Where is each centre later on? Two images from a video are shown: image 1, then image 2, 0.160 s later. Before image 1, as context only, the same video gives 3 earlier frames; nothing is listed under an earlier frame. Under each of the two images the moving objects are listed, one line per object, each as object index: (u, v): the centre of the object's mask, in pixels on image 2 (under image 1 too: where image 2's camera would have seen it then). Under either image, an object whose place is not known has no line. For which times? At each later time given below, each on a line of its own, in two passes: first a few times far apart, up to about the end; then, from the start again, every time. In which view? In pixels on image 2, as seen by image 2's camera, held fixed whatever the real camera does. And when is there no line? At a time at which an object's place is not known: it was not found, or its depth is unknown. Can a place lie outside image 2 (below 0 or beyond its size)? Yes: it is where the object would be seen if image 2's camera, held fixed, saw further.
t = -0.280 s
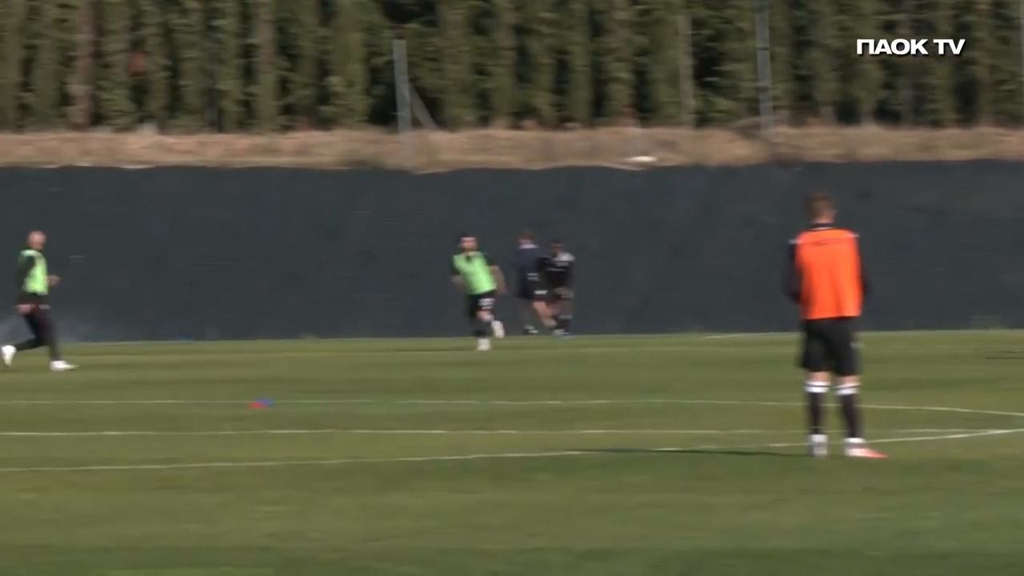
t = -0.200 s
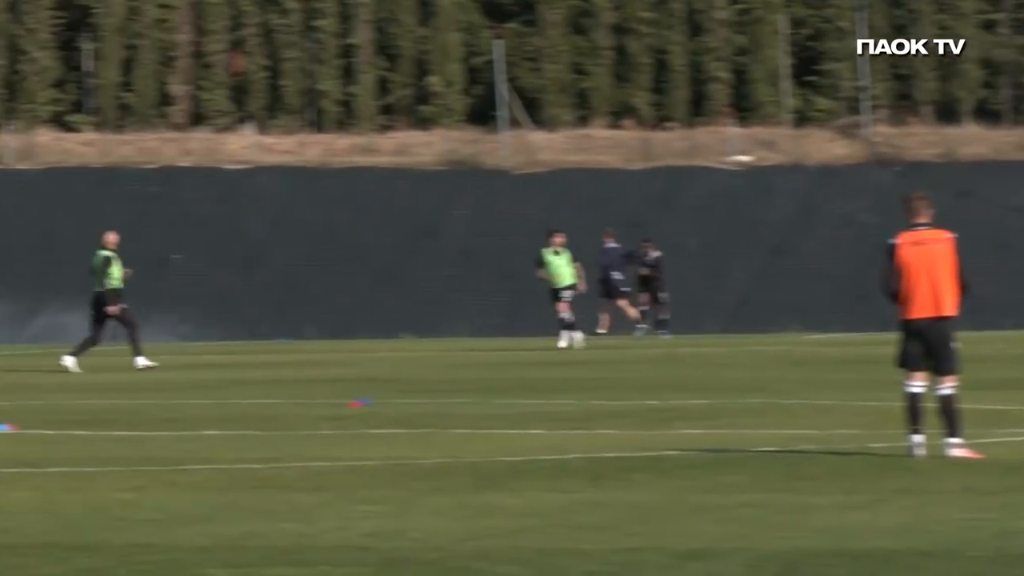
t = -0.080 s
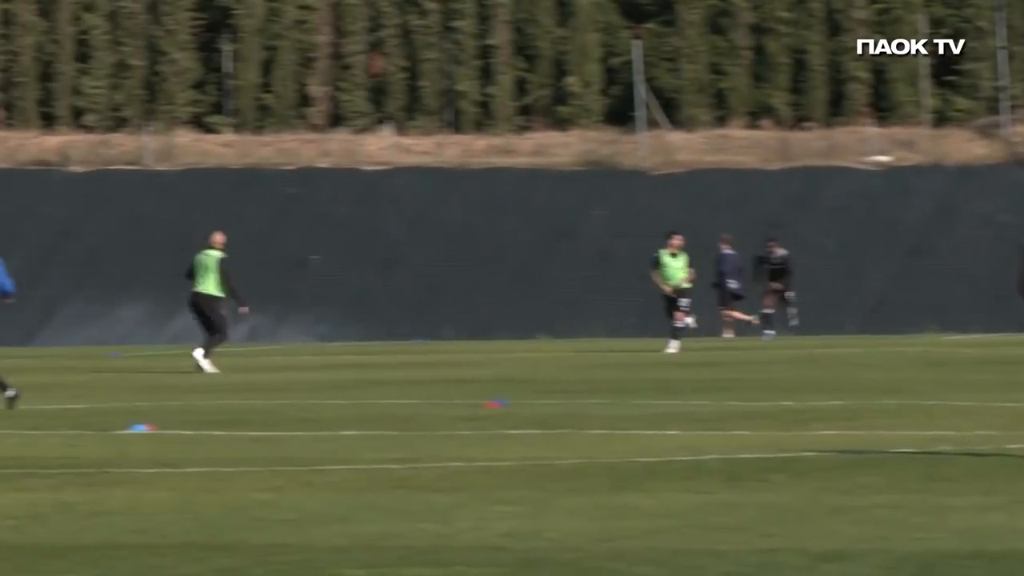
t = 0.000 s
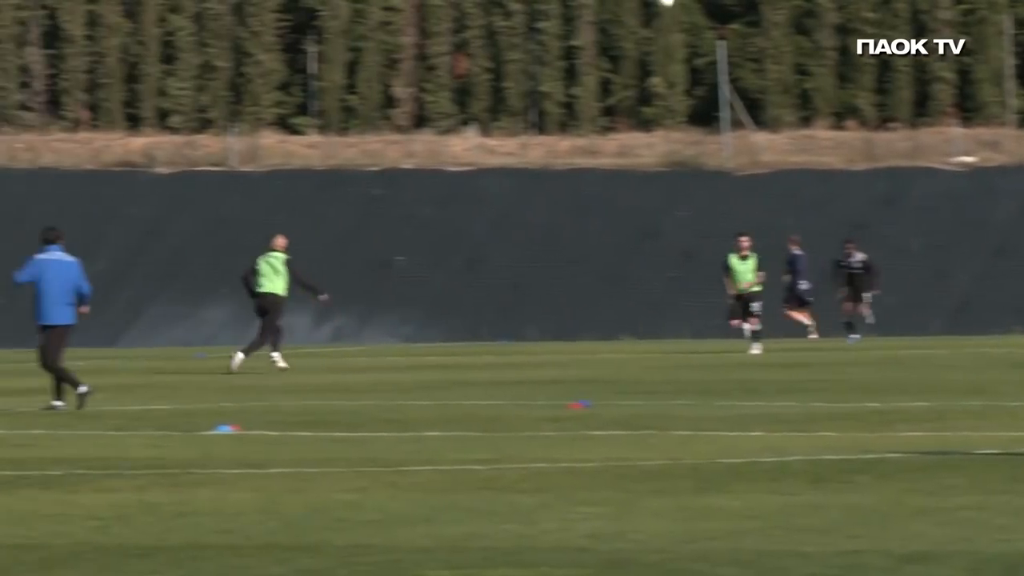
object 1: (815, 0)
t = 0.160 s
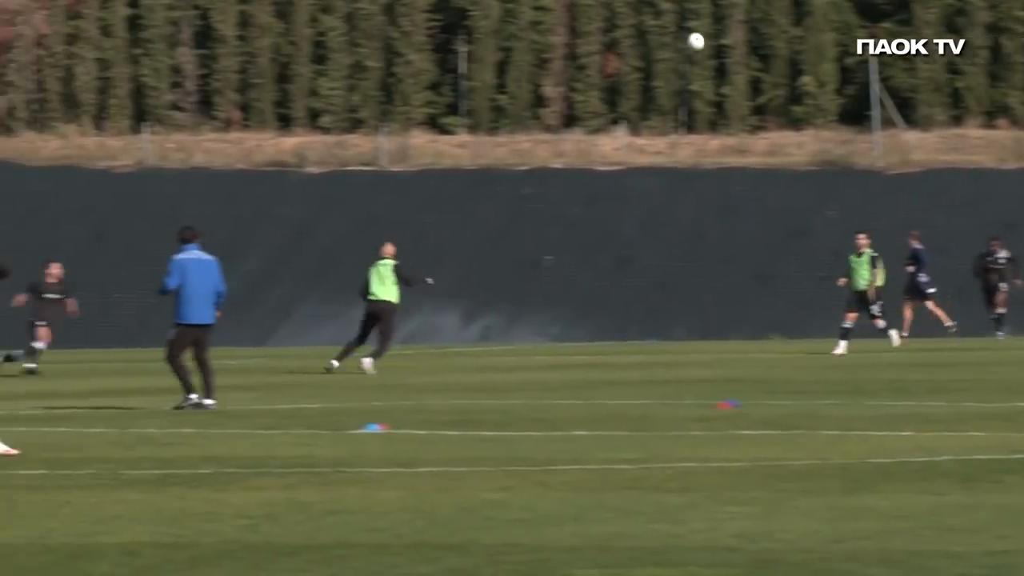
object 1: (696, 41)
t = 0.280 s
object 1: (608, 84)
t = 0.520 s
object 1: (436, 189)
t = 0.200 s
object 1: (666, 54)
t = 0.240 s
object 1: (637, 69)
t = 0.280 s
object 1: (608, 84)
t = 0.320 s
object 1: (579, 99)
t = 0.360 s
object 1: (550, 115)
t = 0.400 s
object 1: (522, 131)
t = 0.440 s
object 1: (494, 150)
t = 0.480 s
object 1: (464, 169)
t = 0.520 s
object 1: (436, 189)
